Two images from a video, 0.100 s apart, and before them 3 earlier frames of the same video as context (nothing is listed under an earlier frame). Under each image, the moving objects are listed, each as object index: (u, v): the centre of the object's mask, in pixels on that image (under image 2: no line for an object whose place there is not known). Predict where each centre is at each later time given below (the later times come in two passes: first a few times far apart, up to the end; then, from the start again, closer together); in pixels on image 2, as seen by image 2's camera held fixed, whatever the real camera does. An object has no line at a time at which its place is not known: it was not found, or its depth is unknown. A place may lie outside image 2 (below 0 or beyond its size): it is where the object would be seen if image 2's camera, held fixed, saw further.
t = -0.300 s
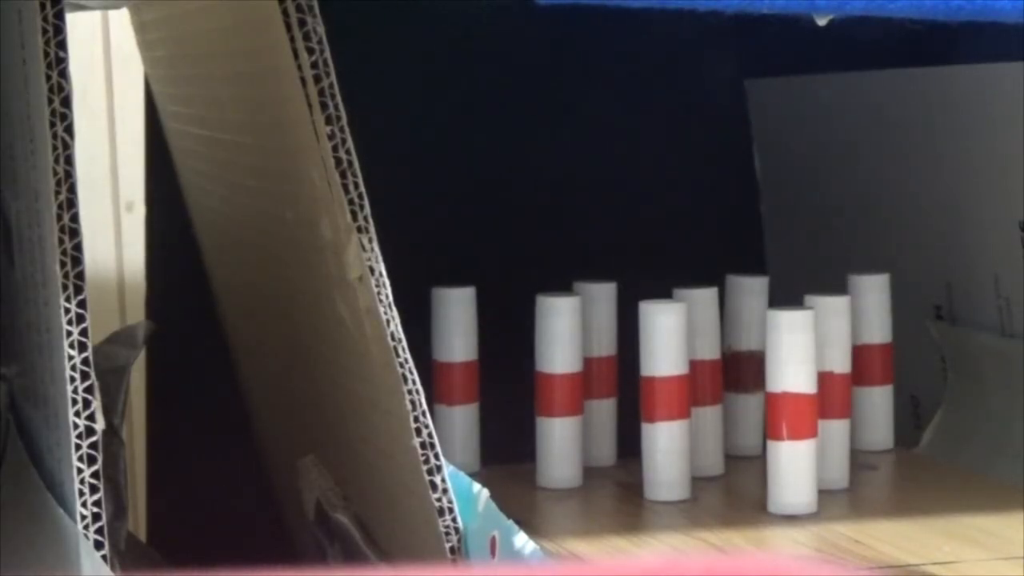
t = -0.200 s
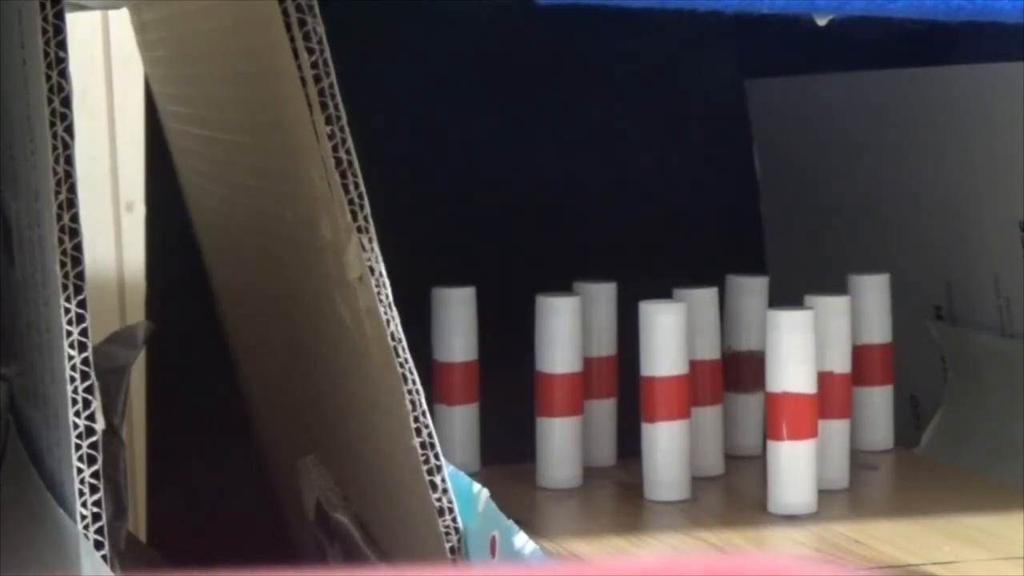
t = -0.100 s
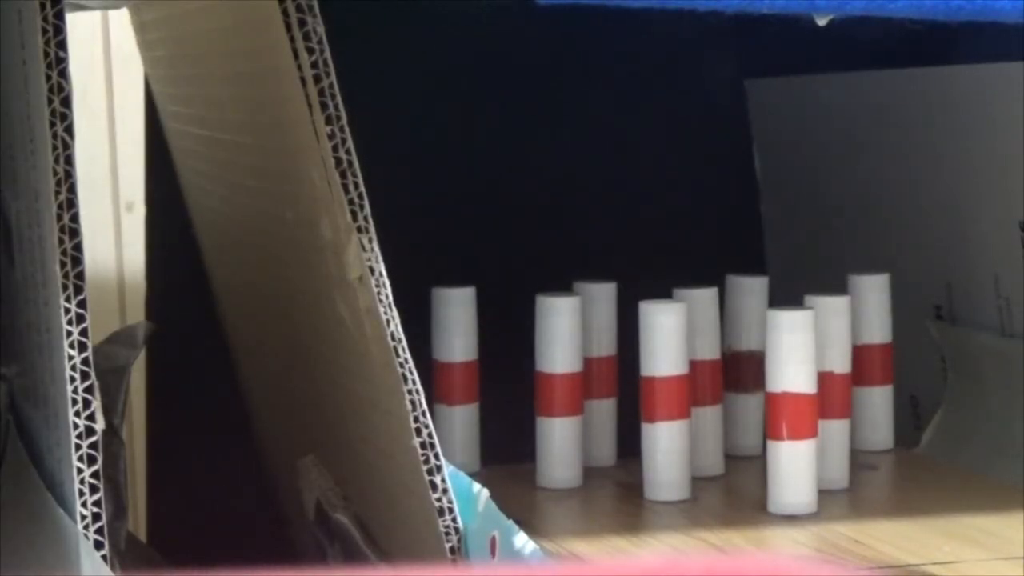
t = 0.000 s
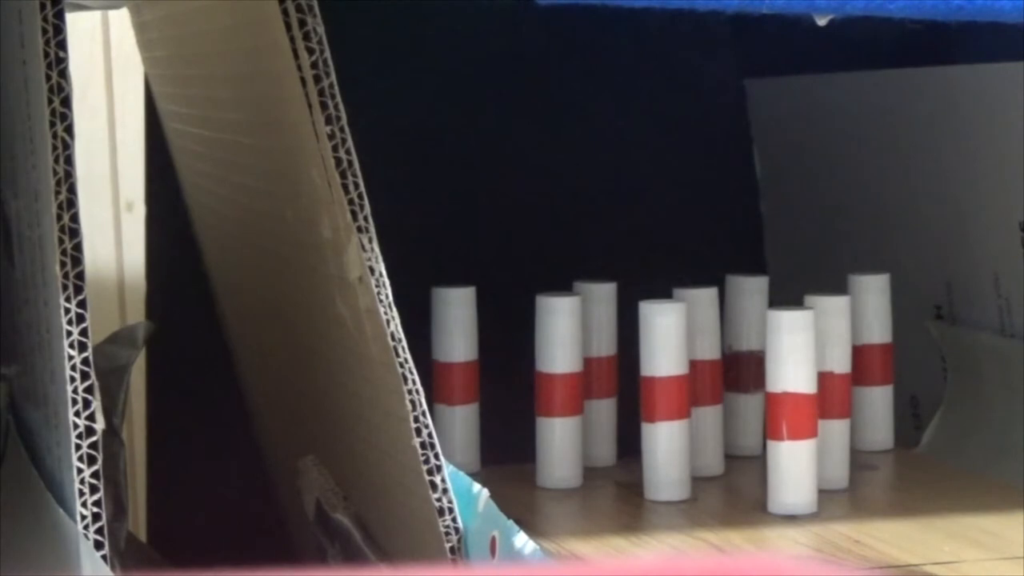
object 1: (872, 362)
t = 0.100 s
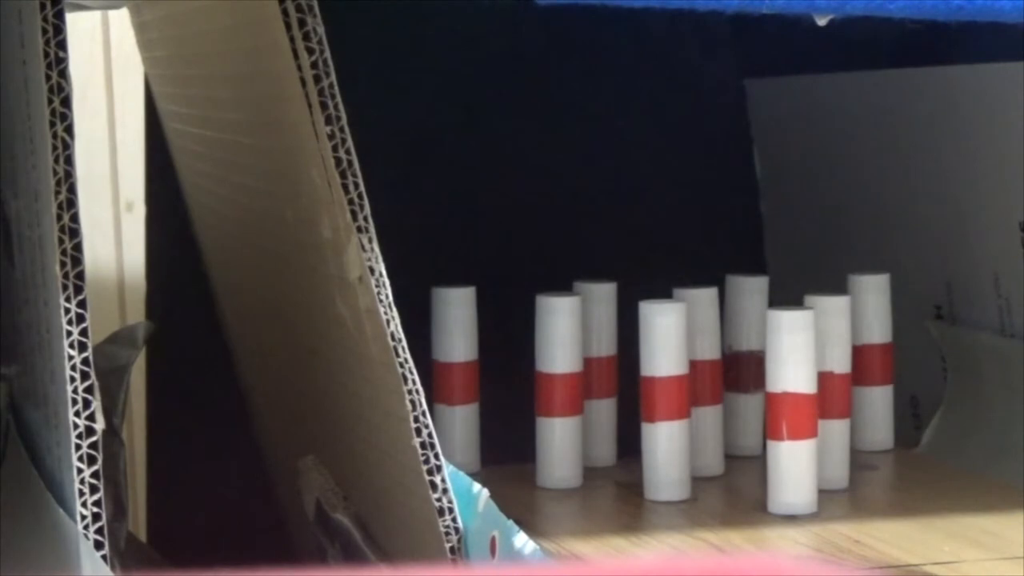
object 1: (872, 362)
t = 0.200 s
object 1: (872, 362)
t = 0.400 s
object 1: (872, 362)
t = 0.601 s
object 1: (884, 356)
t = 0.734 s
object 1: (915, 357)
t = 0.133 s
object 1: (872, 362)
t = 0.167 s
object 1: (872, 362)
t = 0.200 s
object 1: (872, 362)
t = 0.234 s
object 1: (872, 362)
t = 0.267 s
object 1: (872, 362)
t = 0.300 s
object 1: (872, 362)
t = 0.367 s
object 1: (872, 362)
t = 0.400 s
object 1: (872, 362)
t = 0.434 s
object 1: (872, 361)
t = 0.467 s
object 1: (872, 361)
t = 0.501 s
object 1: (872, 361)
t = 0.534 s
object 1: (872, 362)
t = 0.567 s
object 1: (876, 357)
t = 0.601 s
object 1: (884, 356)
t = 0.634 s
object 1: (891, 355)
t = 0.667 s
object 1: (897, 355)
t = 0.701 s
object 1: (904, 355)
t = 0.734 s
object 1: (915, 357)
